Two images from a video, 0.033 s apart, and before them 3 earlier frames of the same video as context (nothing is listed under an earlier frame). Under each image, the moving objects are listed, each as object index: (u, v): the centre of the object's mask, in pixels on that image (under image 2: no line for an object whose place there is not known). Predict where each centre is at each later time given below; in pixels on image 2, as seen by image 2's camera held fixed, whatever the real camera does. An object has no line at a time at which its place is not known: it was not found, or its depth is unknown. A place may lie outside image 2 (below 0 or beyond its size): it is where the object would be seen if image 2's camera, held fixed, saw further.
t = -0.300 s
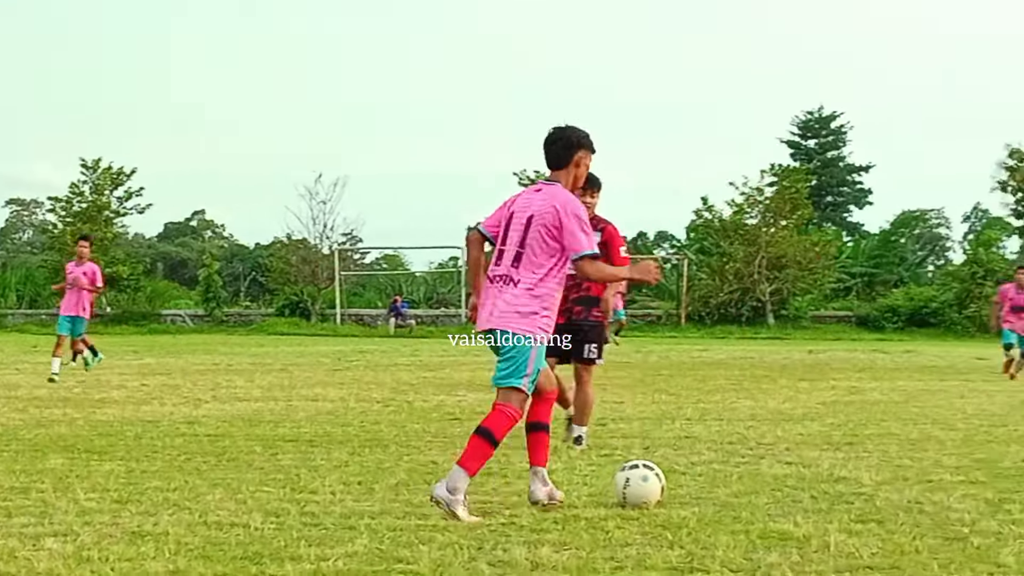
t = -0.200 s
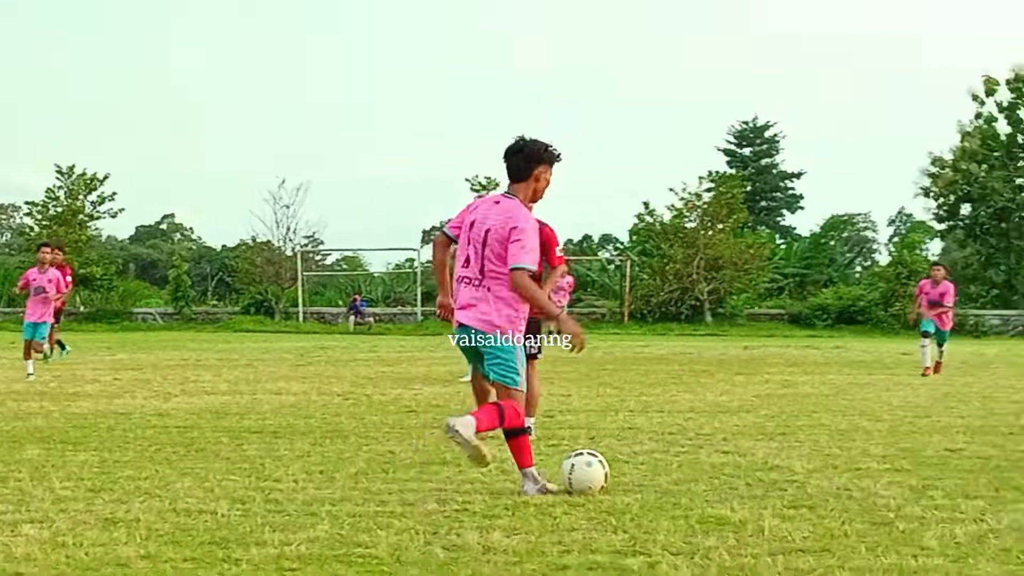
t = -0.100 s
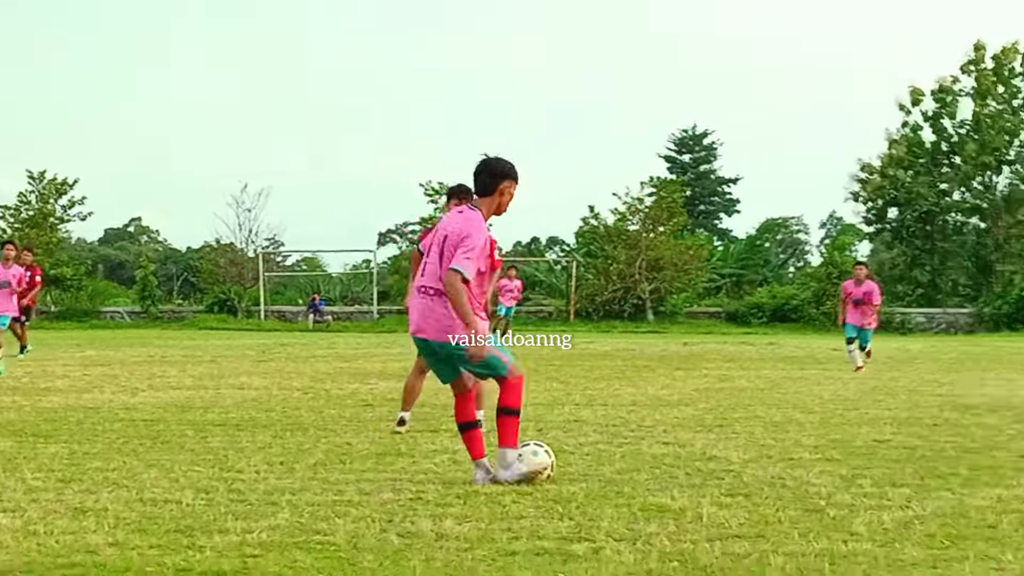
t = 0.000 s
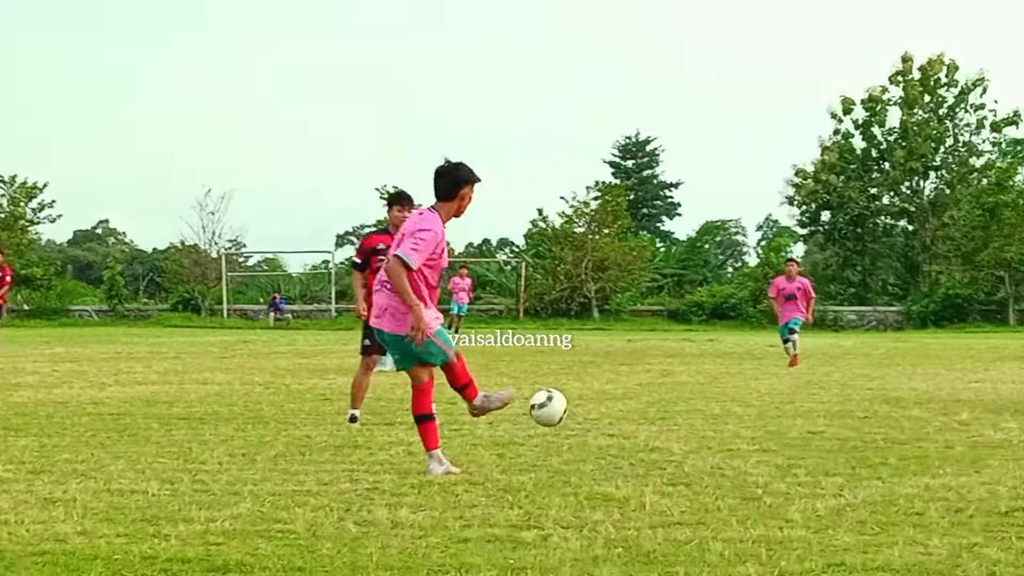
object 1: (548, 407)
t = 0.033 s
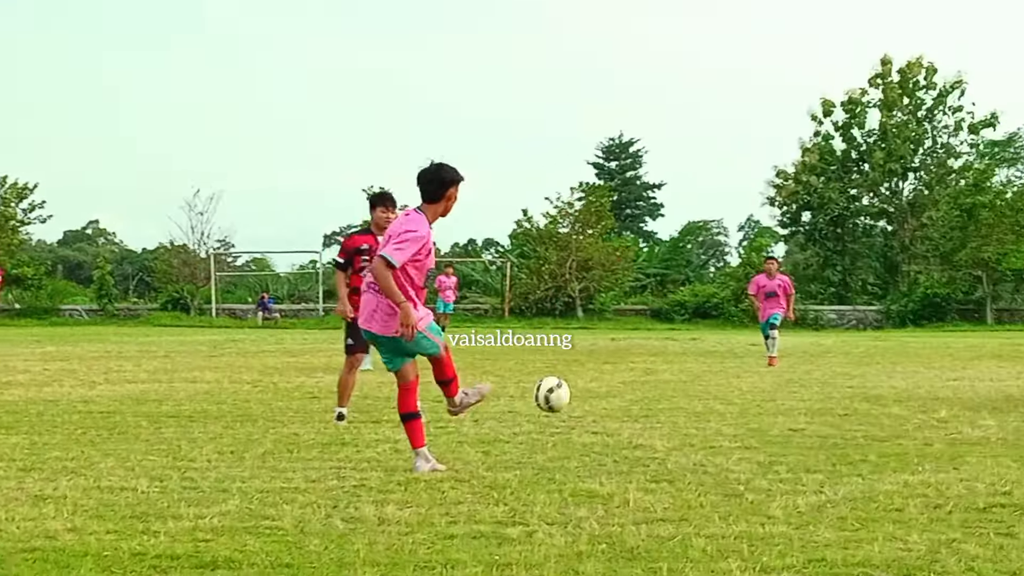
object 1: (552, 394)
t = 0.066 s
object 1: (567, 386)
